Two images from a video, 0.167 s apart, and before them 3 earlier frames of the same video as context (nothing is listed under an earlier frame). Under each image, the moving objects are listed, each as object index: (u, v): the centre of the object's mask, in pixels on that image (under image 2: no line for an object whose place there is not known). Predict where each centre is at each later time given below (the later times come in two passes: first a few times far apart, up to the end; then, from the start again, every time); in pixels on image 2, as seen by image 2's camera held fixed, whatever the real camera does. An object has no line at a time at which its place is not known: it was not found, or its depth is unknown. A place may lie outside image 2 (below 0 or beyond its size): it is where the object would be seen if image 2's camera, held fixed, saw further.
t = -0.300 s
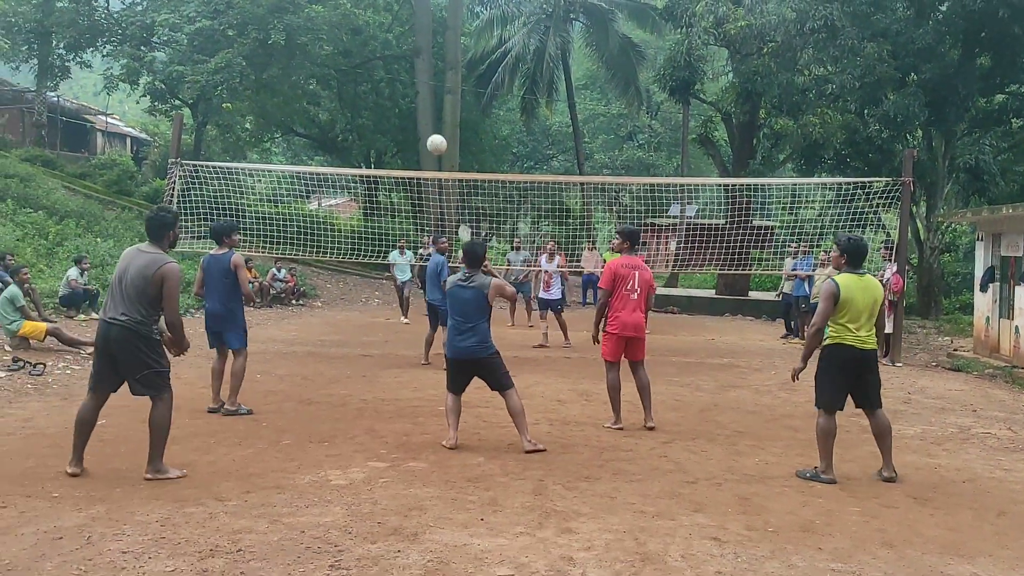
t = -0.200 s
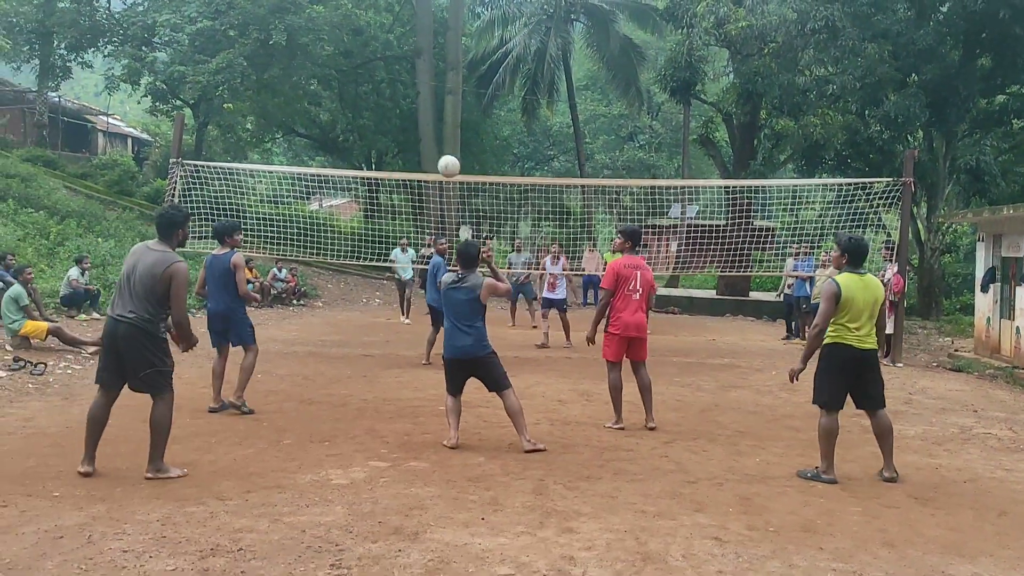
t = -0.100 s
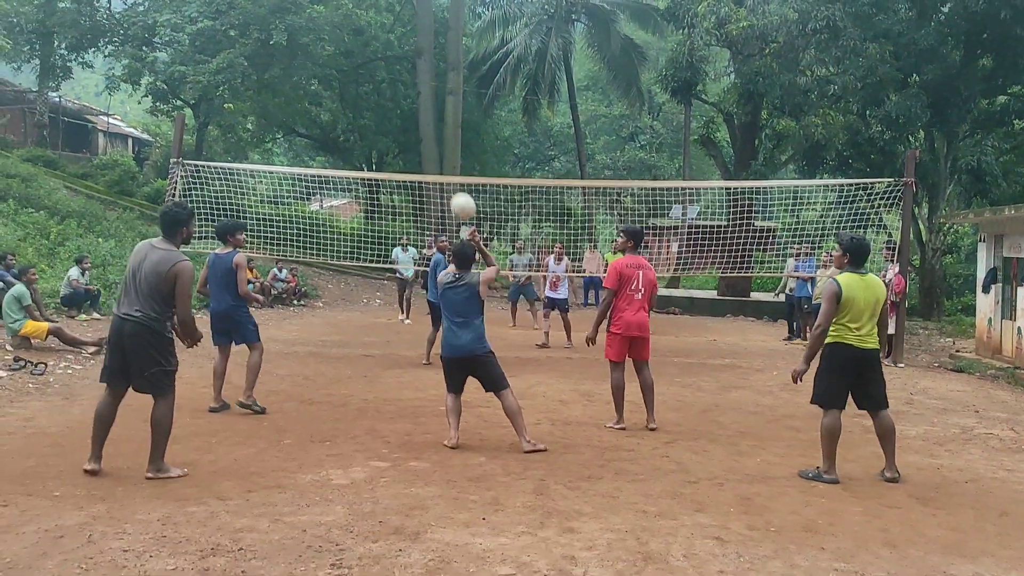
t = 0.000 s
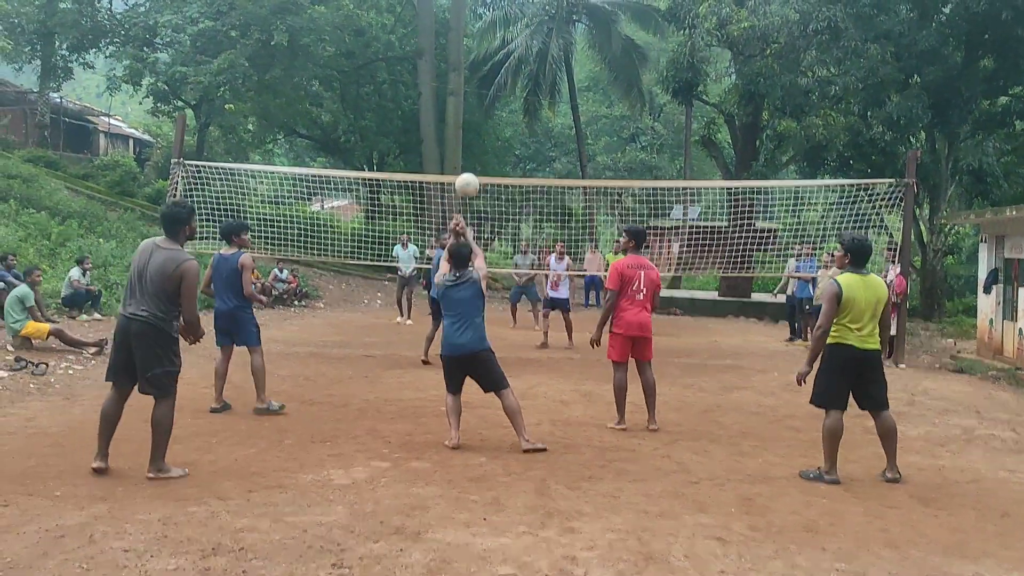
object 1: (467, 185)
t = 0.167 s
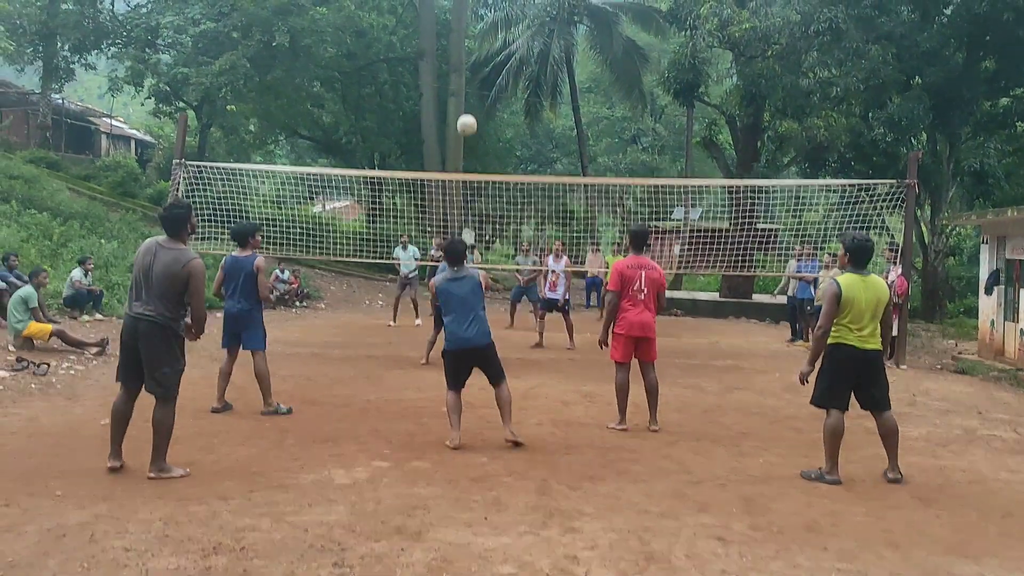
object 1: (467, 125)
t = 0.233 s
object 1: (467, 113)
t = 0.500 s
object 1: (471, 110)
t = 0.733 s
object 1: (475, 143)
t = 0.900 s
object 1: (478, 175)
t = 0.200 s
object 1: (467, 118)
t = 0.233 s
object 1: (467, 113)
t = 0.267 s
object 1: (467, 109)
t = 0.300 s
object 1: (468, 106)
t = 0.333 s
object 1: (469, 105)
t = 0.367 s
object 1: (469, 105)
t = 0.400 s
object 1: (469, 105)
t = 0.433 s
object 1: (470, 106)
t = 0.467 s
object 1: (470, 108)
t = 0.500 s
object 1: (471, 110)
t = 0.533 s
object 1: (471, 114)
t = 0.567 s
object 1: (472, 117)
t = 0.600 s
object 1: (472, 121)
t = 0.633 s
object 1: (473, 126)
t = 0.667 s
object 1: (474, 131)
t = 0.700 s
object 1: (474, 137)
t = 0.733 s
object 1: (475, 143)
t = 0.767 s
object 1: (475, 150)
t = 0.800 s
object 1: (476, 156)
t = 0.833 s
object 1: (477, 164)
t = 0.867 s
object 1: (477, 170)
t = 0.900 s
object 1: (478, 175)
